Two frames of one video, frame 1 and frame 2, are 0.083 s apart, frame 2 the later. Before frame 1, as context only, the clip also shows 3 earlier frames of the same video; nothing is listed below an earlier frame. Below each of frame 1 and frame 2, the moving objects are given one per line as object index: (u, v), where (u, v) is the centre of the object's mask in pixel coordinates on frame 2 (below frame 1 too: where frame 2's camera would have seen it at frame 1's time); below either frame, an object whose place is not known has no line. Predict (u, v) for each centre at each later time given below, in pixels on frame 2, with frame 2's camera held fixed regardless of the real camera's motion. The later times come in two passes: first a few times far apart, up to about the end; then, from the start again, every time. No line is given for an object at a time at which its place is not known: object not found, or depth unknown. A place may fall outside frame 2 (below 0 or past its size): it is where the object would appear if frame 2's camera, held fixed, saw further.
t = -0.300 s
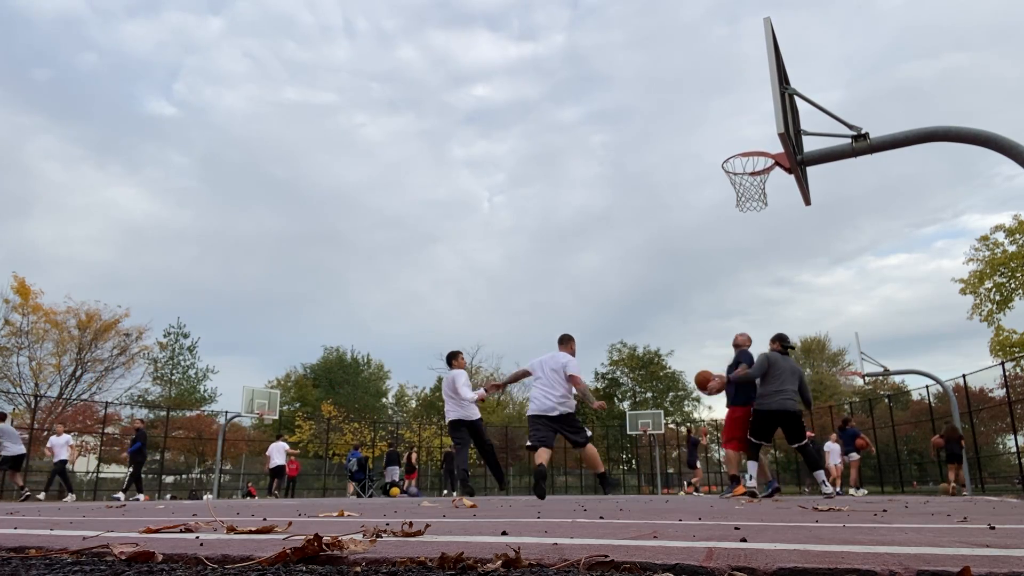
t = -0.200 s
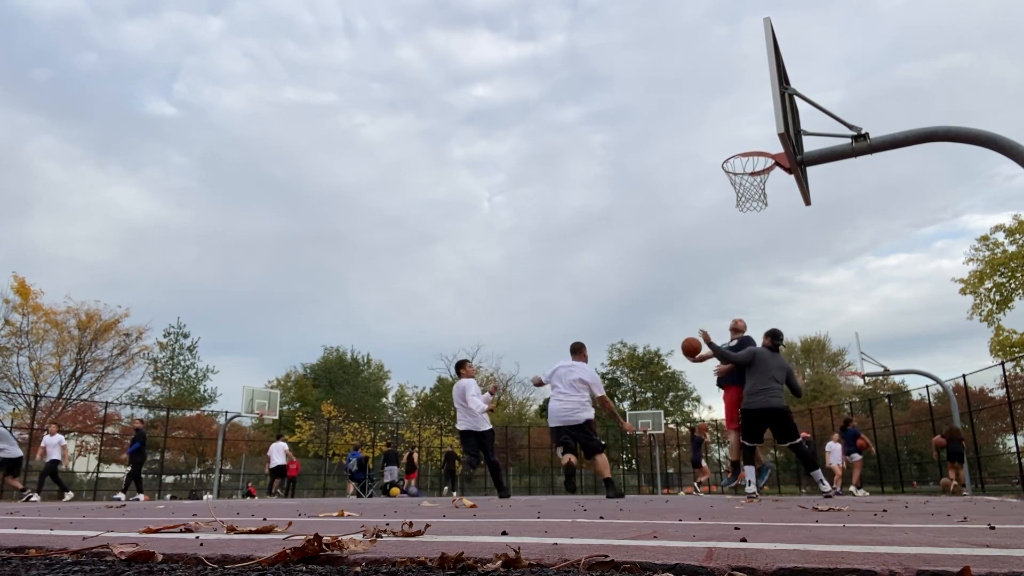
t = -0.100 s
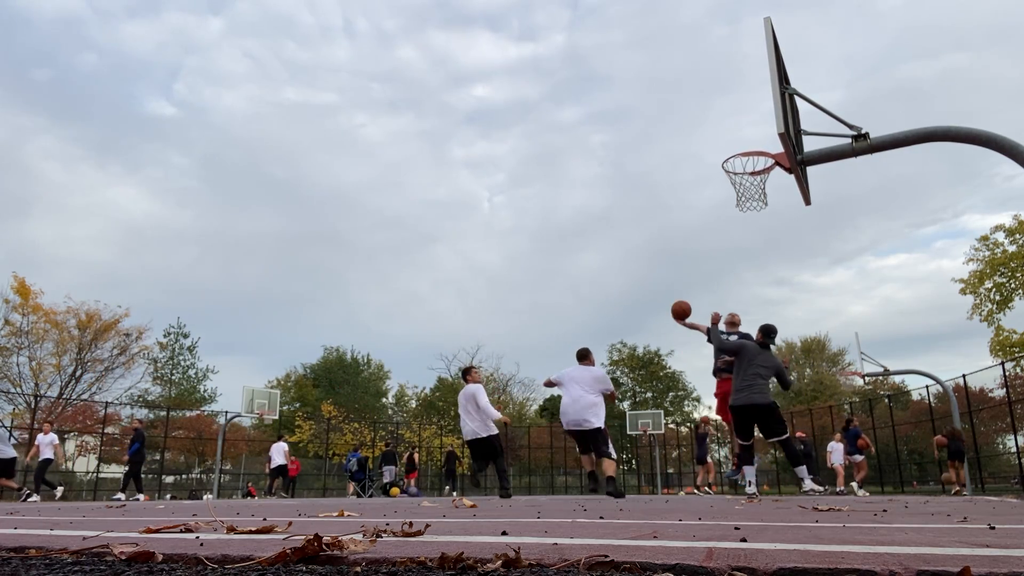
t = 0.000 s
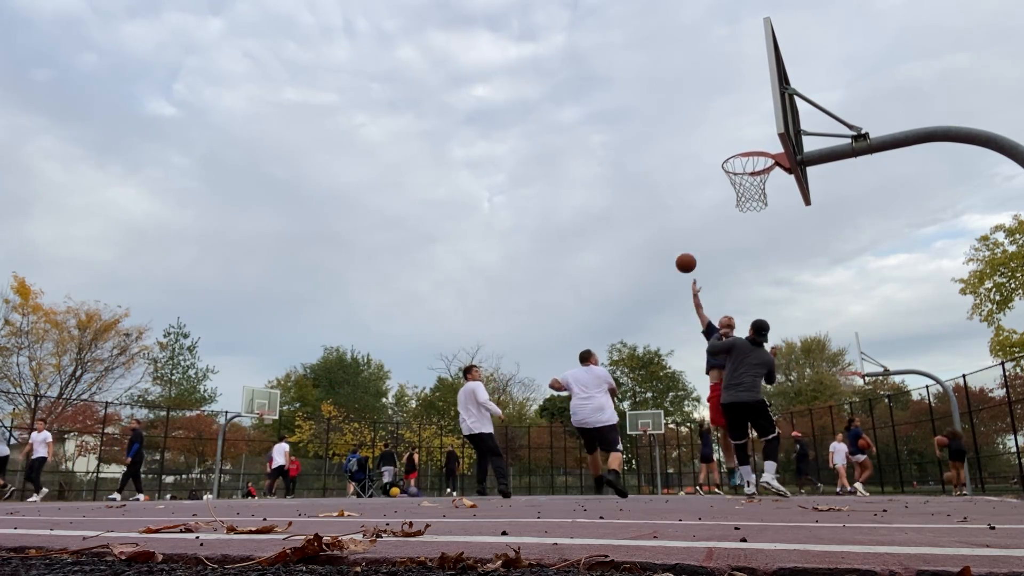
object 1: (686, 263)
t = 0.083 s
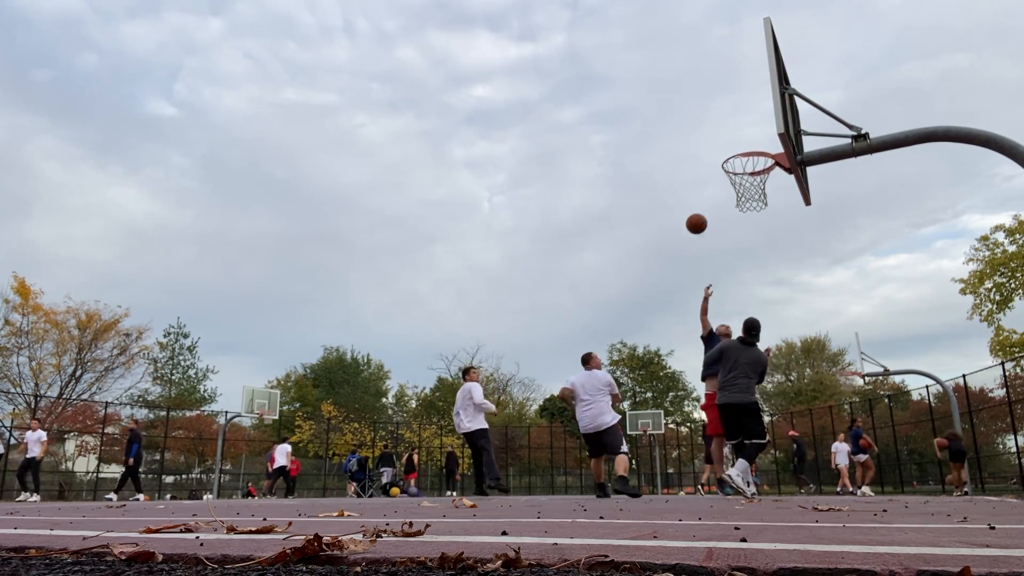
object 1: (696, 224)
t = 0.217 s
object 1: (715, 169)
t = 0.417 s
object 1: (748, 105)
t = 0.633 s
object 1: (749, 95)
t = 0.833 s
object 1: (709, 150)
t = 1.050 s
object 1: (667, 262)
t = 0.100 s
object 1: (699, 216)
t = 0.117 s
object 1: (701, 209)
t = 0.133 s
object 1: (703, 202)
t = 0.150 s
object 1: (705, 195)
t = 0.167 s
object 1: (708, 188)
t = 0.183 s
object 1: (710, 181)
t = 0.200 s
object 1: (712, 175)
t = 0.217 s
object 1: (715, 169)
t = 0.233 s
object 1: (717, 162)
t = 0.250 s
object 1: (720, 156)
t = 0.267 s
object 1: (722, 150)
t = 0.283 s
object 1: (725, 145)
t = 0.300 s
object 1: (728, 139)
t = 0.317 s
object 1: (731, 134)
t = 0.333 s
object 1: (734, 128)
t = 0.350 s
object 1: (736, 124)
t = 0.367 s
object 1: (739, 119)
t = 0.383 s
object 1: (742, 114)
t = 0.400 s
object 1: (745, 109)
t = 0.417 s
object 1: (748, 105)
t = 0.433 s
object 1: (752, 101)
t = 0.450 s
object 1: (755, 97)
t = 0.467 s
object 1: (758, 93)
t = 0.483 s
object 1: (760, 90)
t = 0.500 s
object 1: (762, 86)
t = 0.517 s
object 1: (764, 84)
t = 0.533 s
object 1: (764, 83)
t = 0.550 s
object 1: (762, 84)
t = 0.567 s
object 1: (761, 85)
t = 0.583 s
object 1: (759, 87)
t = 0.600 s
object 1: (755, 89)
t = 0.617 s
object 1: (752, 92)
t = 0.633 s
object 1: (749, 95)
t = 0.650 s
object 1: (745, 98)
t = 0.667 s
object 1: (742, 101)
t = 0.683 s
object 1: (739, 105)
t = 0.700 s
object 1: (735, 109)
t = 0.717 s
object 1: (732, 113)
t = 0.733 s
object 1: (729, 117)
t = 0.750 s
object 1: (725, 122)
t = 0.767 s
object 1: (722, 127)
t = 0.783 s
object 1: (719, 133)
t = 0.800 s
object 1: (715, 138)
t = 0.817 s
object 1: (712, 144)
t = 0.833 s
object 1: (709, 150)
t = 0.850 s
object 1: (706, 157)
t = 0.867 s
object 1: (703, 164)
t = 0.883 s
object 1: (699, 171)
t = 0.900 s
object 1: (696, 178)
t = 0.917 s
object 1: (693, 186)
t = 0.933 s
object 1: (690, 195)
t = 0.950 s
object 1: (686, 203)
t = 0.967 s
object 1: (683, 212)
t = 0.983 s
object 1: (680, 221)
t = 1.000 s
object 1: (677, 231)
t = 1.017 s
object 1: (673, 241)
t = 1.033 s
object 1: (670, 251)
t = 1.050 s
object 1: (667, 262)
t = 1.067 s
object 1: (664, 273)
